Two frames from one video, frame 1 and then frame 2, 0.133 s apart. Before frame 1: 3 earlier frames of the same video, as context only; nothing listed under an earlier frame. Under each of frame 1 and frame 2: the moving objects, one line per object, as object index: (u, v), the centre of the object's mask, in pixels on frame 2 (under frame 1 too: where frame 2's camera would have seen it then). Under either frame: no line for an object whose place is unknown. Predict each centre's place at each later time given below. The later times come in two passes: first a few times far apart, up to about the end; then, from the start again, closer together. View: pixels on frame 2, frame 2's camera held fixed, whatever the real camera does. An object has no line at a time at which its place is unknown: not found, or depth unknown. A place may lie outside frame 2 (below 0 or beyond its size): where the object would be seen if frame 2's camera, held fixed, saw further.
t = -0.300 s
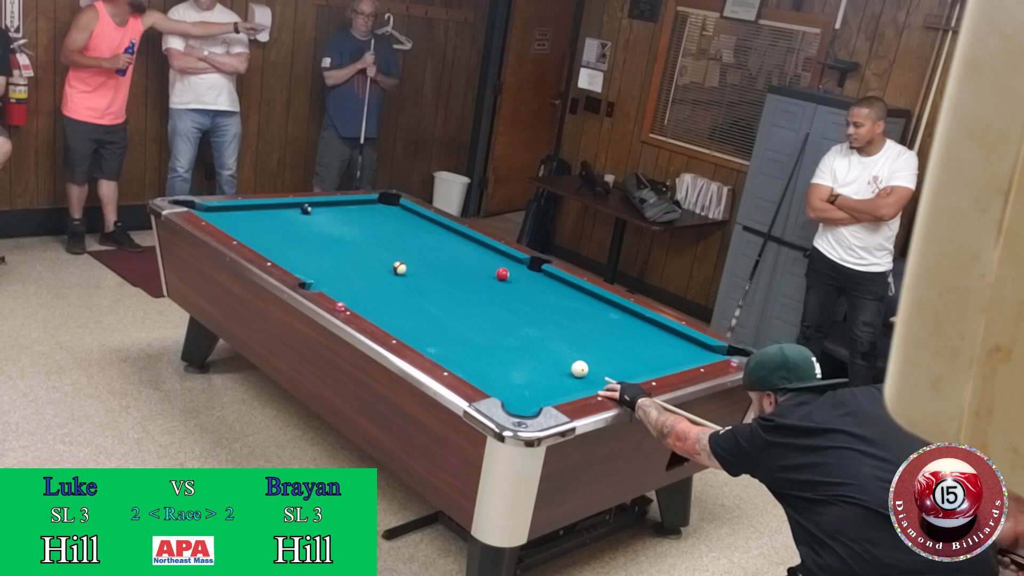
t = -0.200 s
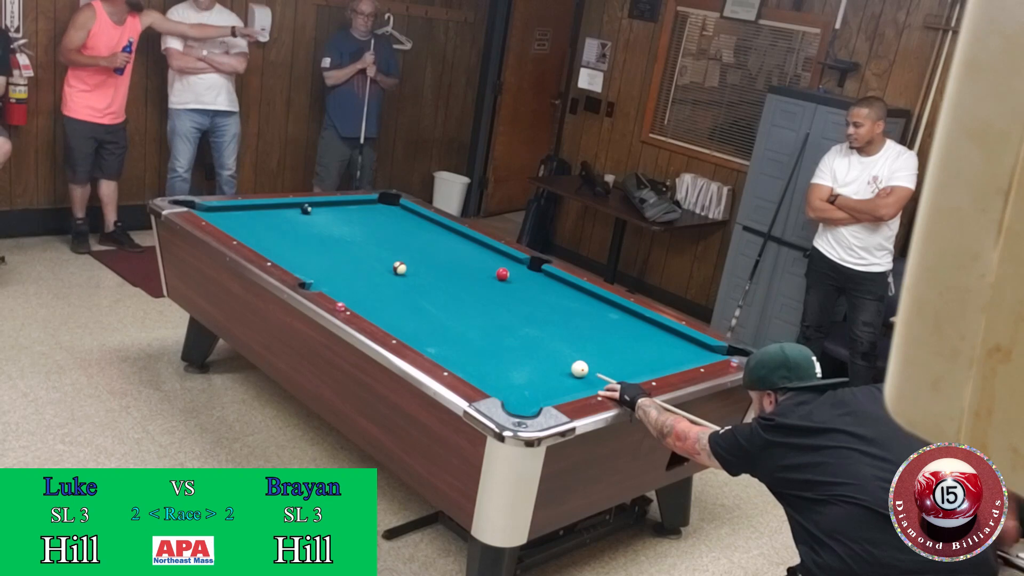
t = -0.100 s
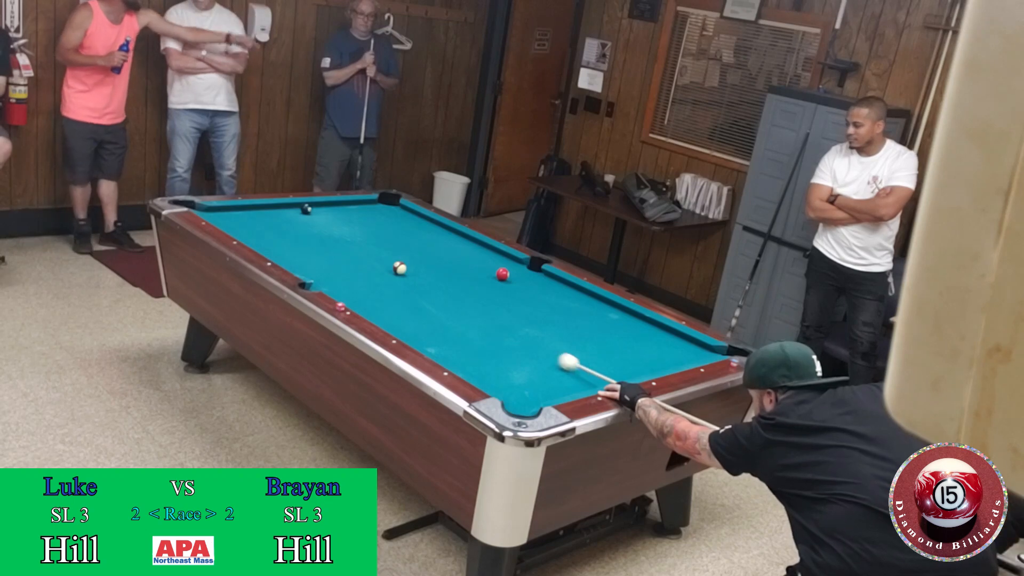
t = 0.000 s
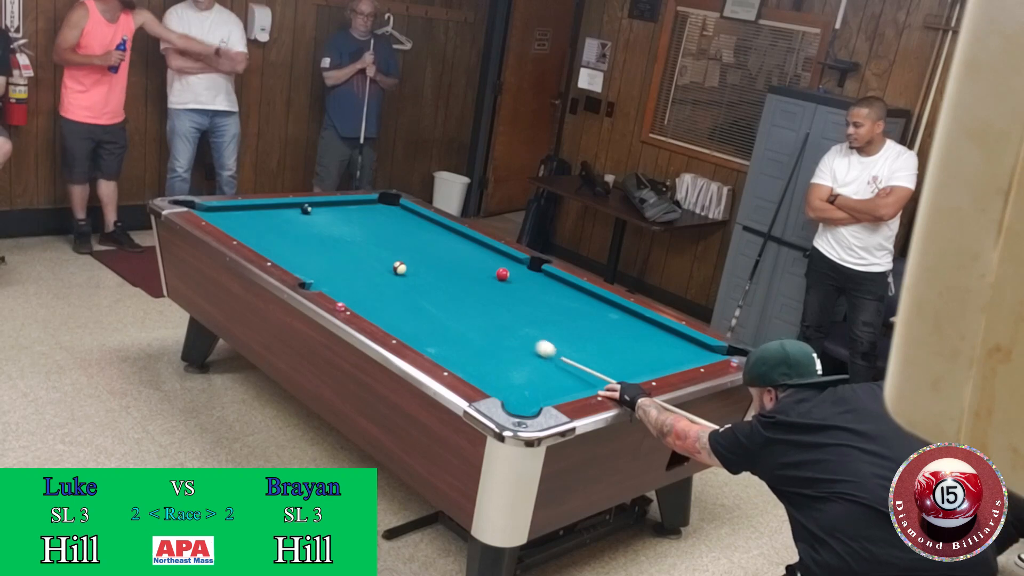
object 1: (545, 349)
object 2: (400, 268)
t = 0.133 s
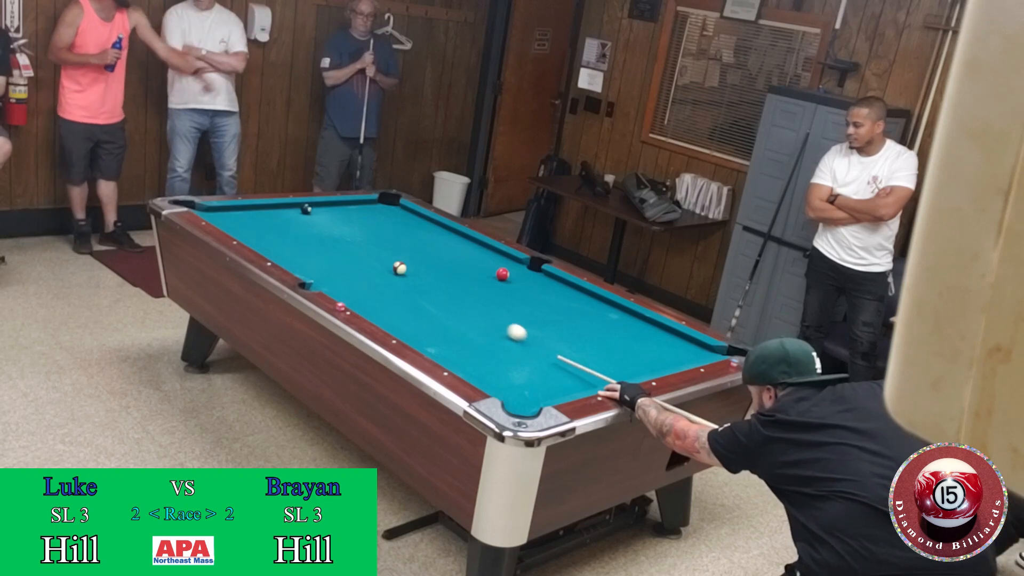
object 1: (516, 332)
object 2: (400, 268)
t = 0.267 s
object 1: (490, 317)
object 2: (400, 268)
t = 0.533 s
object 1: (442, 290)
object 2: (400, 268)
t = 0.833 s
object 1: (414, 269)
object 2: (383, 263)
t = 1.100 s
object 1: (416, 260)
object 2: (351, 253)
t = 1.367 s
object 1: (418, 252)
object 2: (321, 243)
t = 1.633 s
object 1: (420, 245)
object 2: (293, 234)
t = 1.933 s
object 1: (422, 238)
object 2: (264, 225)
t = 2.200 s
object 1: (424, 232)
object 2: (241, 217)
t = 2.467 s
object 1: (426, 227)
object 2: (220, 210)
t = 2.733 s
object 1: (427, 223)
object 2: (212, 211)
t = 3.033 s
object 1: (428, 219)
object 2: (213, 215)
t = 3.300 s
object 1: (420, 217)
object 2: (217, 218)
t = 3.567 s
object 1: (414, 216)
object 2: (224, 220)
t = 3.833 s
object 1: (409, 216)
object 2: (229, 224)
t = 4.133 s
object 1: (405, 215)
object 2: (233, 225)
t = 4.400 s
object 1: (404, 215)
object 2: (237, 227)
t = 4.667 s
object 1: (404, 215)
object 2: (239, 229)
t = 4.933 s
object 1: (404, 215)
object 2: (242, 230)
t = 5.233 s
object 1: (404, 215)
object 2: (243, 231)
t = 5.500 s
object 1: (404, 215)
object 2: (244, 231)
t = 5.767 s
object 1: (404, 215)
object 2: (245, 231)
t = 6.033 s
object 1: (404, 215)
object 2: (245, 231)
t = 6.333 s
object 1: (404, 215)
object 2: (245, 231)
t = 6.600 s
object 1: (404, 215)
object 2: (245, 231)
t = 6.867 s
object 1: (404, 215)
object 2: (245, 231)
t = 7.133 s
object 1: (404, 215)
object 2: (245, 231)
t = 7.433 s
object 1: (404, 215)
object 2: (245, 231)
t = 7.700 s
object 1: (404, 215)
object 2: (245, 231)
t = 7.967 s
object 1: (404, 215)
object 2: (245, 231)
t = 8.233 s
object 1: (404, 215)
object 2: (245, 231)
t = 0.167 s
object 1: (510, 329)
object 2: (399, 268)
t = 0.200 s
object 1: (503, 325)
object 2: (399, 268)
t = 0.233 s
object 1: (497, 321)
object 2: (399, 268)
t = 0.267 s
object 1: (490, 317)
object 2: (400, 268)
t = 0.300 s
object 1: (484, 314)
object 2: (400, 268)
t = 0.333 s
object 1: (478, 310)
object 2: (400, 268)
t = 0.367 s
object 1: (471, 307)
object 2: (400, 268)
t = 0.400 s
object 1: (465, 303)
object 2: (400, 268)
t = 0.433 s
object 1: (460, 300)
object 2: (400, 268)
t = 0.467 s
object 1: (454, 296)
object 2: (400, 268)
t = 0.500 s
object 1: (448, 293)
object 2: (400, 268)
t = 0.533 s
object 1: (442, 290)
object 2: (400, 268)
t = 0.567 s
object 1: (437, 287)
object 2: (400, 268)
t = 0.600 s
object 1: (432, 283)
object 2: (399, 268)
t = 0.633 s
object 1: (426, 280)
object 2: (400, 268)
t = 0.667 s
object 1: (421, 277)
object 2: (399, 268)
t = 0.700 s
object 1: (416, 274)
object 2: (399, 268)
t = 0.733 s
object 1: (412, 272)
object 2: (398, 268)
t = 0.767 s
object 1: (413, 270)
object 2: (394, 266)
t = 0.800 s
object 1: (414, 270)
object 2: (388, 264)
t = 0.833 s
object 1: (414, 269)
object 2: (383, 263)
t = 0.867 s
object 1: (414, 267)
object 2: (379, 261)
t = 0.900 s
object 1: (415, 266)
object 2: (375, 260)
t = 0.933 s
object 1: (415, 265)
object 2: (371, 259)
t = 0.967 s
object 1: (415, 264)
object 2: (367, 258)
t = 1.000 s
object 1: (415, 263)
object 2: (363, 256)
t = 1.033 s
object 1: (416, 262)
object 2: (358, 255)
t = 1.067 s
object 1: (416, 261)
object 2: (354, 254)
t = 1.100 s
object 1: (416, 260)
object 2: (351, 253)
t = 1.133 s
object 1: (416, 259)
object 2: (347, 251)
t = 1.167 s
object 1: (417, 257)
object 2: (343, 250)
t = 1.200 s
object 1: (417, 257)
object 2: (339, 249)
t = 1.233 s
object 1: (417, 256)
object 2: (336, 248)
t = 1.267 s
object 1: (417, 255)
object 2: (332, 246)
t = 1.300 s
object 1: (418, 254)
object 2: (328, 245)
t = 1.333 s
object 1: (418, 253)
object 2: (324, 244)
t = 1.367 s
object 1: (418, 252)
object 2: (321, 243)
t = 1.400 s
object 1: (418, 251)
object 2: (317, 242)
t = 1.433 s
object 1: (419, 250)
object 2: (314, 240)
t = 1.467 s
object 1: (419, 249)
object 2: (310, 239)
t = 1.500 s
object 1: (419, 248)
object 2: (306, 238)
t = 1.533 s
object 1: (419, 247)
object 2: (303, 238)
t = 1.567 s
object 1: (420, 246)
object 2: (300, 236)
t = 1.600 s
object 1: (420, 245)
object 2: (296, 235)
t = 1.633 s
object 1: (420, 245)
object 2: (293, 234)
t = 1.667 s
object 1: (420, 244)
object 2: (289, 233)
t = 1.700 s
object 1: (421, 243)
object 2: (286, 232)
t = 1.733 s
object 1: (421, 242)
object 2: (283, 231)
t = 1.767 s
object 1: (421, 241)
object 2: (280, 229)
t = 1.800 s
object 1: (421, 241)
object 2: (276, 228)
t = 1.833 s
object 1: (421, 240)
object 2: (273, 228)
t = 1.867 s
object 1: (421, 239)
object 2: (271, 227)
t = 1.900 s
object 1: (422, 238)
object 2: (268, 226)
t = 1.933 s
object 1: (422, 238)
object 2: (264, 225)
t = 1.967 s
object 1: (422, 237)
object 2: (261, 224)
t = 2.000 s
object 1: (422, 236)
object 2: (258, 223)
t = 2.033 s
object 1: (423, 235)
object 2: (255, 222)
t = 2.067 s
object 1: (423, 235)
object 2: (252, 221)
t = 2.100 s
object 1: (423, 234)
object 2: (249, 220)
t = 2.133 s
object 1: (423, 233)
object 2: (246, 219)
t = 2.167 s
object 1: (423, 233)
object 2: (243, 218)
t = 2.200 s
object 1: (424, 232)
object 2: (241, 217)
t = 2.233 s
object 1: (424, 231)
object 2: (238, 217)
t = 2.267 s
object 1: (424, 231)
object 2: (236, 216)
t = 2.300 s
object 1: (424, 230)
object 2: (233, 214)
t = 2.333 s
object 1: (425, 230)
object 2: (230, 214)
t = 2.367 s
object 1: (425, 229)
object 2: (227, 213)
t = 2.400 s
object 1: (425, 228)
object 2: (225, 213)
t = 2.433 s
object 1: (425, 228)
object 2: (222, 211)
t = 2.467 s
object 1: (426, 227)
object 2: (220, 210)
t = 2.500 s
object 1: (426, 227)
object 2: (217, 209)
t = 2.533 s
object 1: (426, 226)
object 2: (215, 209)
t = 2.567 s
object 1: (426, 226)
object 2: (212, 209)
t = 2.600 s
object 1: (427, 225)
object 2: (212, 209)
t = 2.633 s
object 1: (427, 225)
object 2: (212, 209)
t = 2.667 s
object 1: (427, 224)
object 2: (212, 210)
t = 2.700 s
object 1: (427, 224)
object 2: (212, 211)
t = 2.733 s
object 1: (427, 223)
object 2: (212, 211)
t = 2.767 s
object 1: (427, 223)
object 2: (212, 211)
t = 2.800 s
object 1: (428, 222)
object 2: (212, 212)
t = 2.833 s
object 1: (428, 221)
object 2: (212, 213)
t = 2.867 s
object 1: (428, 221)
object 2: (212, 213)
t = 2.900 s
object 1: (428, 220)
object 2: (212, 213)
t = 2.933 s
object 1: (428, 220)
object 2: (213, 214)
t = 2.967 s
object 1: (429, 220)
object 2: (213, 214)
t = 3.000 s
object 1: (429, 219)
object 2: (213, 215)
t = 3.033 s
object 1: (428, 219)
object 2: (213, 215)
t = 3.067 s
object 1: (427, 219)
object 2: (213, 215)
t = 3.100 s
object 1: (426, 219)
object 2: (213, 216)
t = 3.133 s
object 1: (425, 218)
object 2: (213, 216)
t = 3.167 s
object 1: (424, 218)
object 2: (214, 216)
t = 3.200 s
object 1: (423, 218)
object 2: (214, 217)
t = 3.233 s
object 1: (422, 218)
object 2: (215, 217)
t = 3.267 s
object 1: (421, 218)
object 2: (216, 217)
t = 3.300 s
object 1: (420, 217)
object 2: (217, 218)
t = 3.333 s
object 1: (419, 217)
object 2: (217, 218)
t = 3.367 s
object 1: (418, 217)
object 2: (218, 218)
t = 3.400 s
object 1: (417, 217)
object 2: (219, 219)
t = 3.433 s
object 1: (417, 217)
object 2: (220, 219)
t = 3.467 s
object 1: (416, 217)
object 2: (221, 219)
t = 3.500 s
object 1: (415, 217)
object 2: (222, 220)
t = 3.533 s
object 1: (414, 216)
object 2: (223, 220)
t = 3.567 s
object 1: (414, 216)
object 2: (224, 220)
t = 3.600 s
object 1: (413, 216)
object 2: (225, 221)
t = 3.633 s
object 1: (412, 216)
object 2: (225, 222)
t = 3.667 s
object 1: (411, 216)
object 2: (226, 222)
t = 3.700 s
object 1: (411, 216)
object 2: (226, 222)
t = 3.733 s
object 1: (410, 216)
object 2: (227, 223)
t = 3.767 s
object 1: (410, 216)
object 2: (228, 223)
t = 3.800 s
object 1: (409, 216)
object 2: (228, 223)
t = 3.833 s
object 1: (409, 216)
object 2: (229, 224)
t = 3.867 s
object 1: (408, 215)
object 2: (229, 224)
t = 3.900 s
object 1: (408, 215)
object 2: (229, 224)
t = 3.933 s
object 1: (407, 215)
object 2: (230, 224)
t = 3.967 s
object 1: (407, 215)
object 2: (230, 224)
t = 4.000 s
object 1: (407, 215)
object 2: (231, 224)
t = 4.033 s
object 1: (406, 215)
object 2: (231, 225)
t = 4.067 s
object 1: (406, 215)
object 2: (232, 225)
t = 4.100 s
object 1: (406, 215)
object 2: (232, 225)
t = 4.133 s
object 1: (405, 215)
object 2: (233, 225)
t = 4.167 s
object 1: (405, 215)
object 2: (233, 226)
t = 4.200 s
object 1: (405, 215)
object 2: (234, 226)
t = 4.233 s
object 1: (405, 215)
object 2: (234, 226)
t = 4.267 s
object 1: (405, 215)
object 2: (235, 226)
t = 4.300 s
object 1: (404, 215)
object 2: (236, 226)
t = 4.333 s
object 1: (404, 215)
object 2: (236, 227)
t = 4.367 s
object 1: (404, 215)
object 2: (237, 227)
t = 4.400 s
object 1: (404, 215)
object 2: (237, 227)
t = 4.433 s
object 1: (404, 215)
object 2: (237, 227)
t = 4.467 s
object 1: (404, 215)
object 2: (238, 228)
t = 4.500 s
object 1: (404, 215)
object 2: (238, 228)
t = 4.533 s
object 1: (404, 215)
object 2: (238, 228)
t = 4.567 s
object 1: (404, 215)
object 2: (239, 228)
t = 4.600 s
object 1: (404, 215)
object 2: (239, 228)
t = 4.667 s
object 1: (404, 215)
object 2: (239, 229)
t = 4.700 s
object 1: (404, 215)
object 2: (240, 229)
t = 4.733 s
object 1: (404, 215)
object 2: (240, 229)
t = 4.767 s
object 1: (404, 215)
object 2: (240, 229)
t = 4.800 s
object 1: (404, 215)
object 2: (240, 229)
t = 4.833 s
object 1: (404, 215)
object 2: (241, 229)
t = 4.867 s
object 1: (404, 215)
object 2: (241, 230)
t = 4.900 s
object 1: (404, 215)
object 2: (241, 230)
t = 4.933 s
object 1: (404, 215)
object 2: (242, 230)
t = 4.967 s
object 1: (404, 215)
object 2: (242, 230)
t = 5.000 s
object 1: (404, 215)
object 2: (242, 230)
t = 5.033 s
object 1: (404, 215)
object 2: (242, 230)
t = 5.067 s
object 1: (404, 215)
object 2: (242, 230)
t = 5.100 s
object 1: (404, 215)
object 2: (242, 230)
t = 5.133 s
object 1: (404, 215)
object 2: (243, 230)
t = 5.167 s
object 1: (404, 215)
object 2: (243, 231)
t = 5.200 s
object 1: (404, 215)
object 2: (243, 231)
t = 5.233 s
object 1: (404, 215)
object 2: (243, 231)
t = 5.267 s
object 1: (404, 215)
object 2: (243, 231)
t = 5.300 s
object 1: (404, 215)
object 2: (244, 231)
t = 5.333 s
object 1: (404, 215)
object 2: (244, 231)
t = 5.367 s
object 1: (404, 215)
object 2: (244, 231)
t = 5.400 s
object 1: (404, 215)
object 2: (244, 231)
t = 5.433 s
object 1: (404, 215)
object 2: (244, 231)
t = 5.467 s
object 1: (404, 215)
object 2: (244, 231)
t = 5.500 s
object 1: (404, 215)
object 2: (244, 231)
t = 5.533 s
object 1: (404, 215)
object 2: (244, 231)
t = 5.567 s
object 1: (404, 215)
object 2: (245, 231)
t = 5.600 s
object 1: (404, 215)
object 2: (245, 231)
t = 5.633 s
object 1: (404, 215)
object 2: (245, 231)
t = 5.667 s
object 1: (404, 215)
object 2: (245, 231)
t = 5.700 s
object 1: (404, 215)
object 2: (245, 231)
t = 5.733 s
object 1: (404, 215)
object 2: (245, 231)
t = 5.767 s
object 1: (404, 215)
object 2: (245, 231)
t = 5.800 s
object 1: (404, 215)
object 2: (245, 231)
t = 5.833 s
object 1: (404, 215)
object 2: (245, 231)
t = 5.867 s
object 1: (404, 215)
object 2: (245, 231)
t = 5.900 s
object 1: (404, 215)
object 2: (245, 231)
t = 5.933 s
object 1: (404, 215)
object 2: (245, 231)
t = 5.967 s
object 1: (404, 215)
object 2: (245, 231)
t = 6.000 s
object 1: (404, 215)
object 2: (245, 231)
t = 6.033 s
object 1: (404, 215)
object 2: (245, 231)
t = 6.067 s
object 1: (404, 215)
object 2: (245, 231)
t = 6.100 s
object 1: (404, 215)
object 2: (245, 231)
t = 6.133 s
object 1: (404, 215)
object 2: (245, 231)
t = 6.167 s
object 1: (404, 215)
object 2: (245, 231)
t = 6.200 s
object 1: (404, 215)
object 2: (245, 231)
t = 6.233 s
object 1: (404, 215)
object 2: (245, 231)
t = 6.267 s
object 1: (404, 215)
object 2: (245, 231)
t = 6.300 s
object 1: (404, 215)
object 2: (245, 231)
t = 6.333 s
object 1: (404, 215)
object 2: (245, 231)
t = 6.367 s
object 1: (404, 215)
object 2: (245, 231)
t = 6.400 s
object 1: (404, 215)
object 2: (245, 231)
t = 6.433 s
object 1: (404, 215)
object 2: (245, 231)
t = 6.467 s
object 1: (404, 215)
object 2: (245, 231)
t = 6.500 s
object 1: (404, 215)
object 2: (245, 231)
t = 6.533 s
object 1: (404, 215)
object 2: (245, 231)
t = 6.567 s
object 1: (404, 215)
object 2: (245, 231)
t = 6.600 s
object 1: (404, 215)
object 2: (245, 231)
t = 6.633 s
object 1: (404, 215)
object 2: (245, 231)
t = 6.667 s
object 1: (404, 215)
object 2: (245, 231)
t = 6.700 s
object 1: (404, 215)
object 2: (245, 231)
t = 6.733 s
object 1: (404, 215)
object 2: (245, 231)
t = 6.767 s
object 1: (404, 215)
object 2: (245, 231)
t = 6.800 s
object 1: (404, 215)
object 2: (245, 231)
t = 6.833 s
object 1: (404, 215)
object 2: (245, 231)
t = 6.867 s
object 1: (404, 215)
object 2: (245, 231)
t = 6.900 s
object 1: (404, 215)
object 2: (245, 231)
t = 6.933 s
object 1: (404, 215)
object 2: (245, 231)
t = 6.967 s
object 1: (404, 215)
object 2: (245, 231)
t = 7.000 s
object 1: (404, 215)
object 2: (245, 231)
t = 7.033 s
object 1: (404, 215)
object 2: (245, 231)
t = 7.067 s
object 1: (404, 215)
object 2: (245, 231)
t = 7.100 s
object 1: (404, 215)
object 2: (245, 231)
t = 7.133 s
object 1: (404, 215)
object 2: (245, 231)
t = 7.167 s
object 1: (404, 215)
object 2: (245, 231)
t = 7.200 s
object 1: (404, 215)
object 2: (245, 231)
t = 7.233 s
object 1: (404, 215)
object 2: (245, 231)
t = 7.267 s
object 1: (404, 215)
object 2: (245, 231)
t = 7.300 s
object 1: (404, 215)
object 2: (245, 231)
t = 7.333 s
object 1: (404, 215)
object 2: (245, 231)
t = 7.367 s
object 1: (404, 215)
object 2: (245, 231)
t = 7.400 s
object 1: (404, 215)
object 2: (245, 231)
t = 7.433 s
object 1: (404, 215)
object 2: (245, 231)
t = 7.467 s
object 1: (404, 215)
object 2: (245, 231)
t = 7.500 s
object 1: (404, 215)
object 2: (245, 231)
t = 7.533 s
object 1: (404, 215)
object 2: (245, 231)
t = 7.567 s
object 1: (404, 215)
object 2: (245, 231)
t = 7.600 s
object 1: (404, 215)
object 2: (245, 231)
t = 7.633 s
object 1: (404, 215)
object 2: (245, 231)
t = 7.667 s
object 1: (404, 215)
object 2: (245, 231)
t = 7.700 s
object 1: (404, 215)
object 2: (245, 231)
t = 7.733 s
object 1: (404, 215)
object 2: (245, 231)
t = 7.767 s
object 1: (404, 215)
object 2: (245, 231)
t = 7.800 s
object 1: (404, 215)
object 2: (245, 231)
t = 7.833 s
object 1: (404, 215)
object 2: (245, 231)
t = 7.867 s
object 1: (404, 215)
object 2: (245, 231)
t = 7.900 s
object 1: (404, 215)
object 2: (245, 231)
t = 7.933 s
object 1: (404, 215)
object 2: (245, 231)
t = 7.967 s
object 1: (404, 215)
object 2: (245, 231)
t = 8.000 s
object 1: (404, 215)
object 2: (245, 231)
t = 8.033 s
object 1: (404, 215)
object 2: (245, 231)
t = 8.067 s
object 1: (404, 215)
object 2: (245, 231)
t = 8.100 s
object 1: (404, 215)
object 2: (245, 231)
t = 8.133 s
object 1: (404, 215)
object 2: (245, 231)
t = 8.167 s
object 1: (404, 215)
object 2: (245, 231)
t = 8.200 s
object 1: (404, 215)
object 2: (245, 231)
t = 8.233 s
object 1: (404, 215)
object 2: (245, 231)
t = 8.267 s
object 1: (404, 215)
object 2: (245, 231)
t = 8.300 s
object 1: (404, 215)
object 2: (245, 231)
